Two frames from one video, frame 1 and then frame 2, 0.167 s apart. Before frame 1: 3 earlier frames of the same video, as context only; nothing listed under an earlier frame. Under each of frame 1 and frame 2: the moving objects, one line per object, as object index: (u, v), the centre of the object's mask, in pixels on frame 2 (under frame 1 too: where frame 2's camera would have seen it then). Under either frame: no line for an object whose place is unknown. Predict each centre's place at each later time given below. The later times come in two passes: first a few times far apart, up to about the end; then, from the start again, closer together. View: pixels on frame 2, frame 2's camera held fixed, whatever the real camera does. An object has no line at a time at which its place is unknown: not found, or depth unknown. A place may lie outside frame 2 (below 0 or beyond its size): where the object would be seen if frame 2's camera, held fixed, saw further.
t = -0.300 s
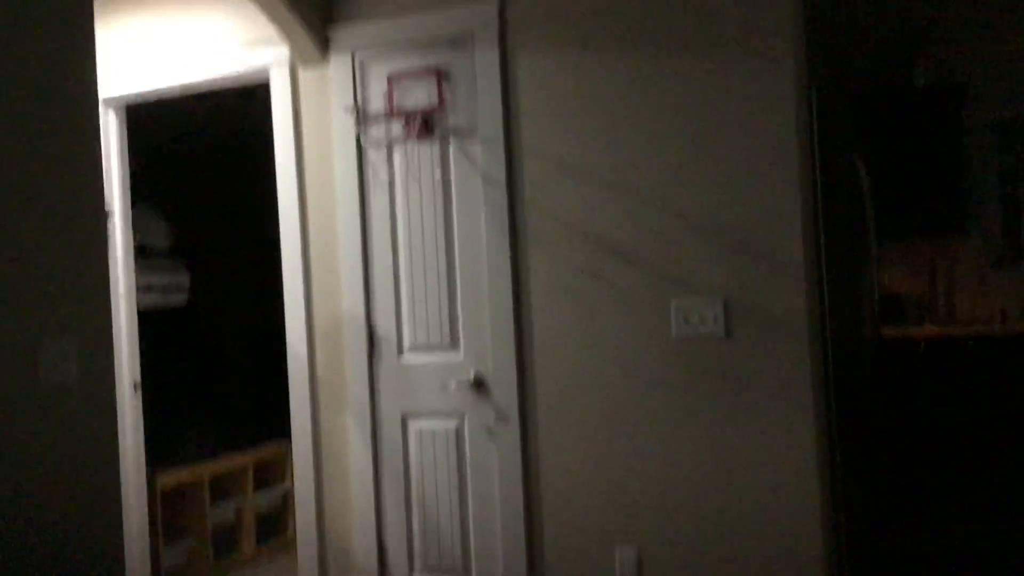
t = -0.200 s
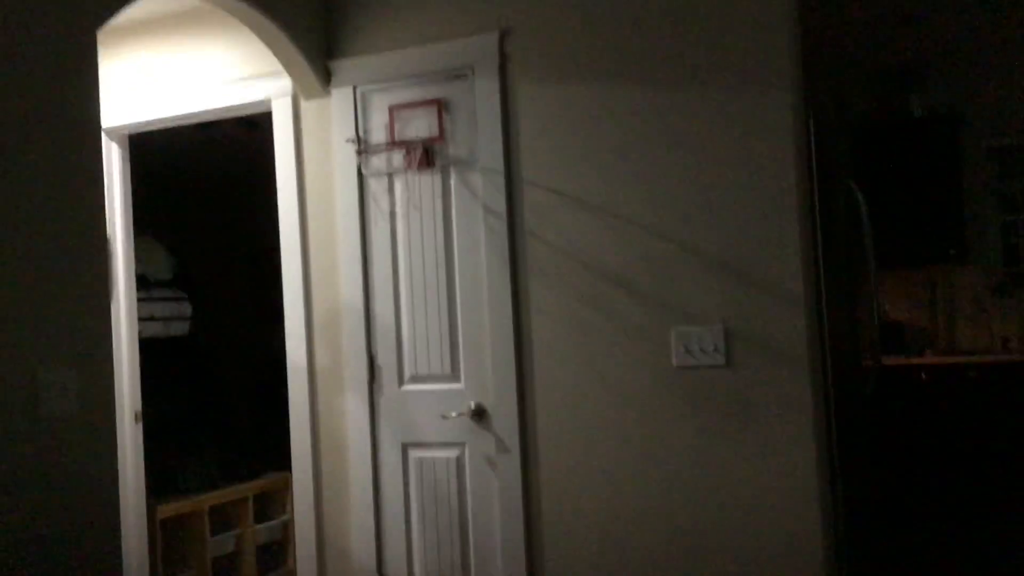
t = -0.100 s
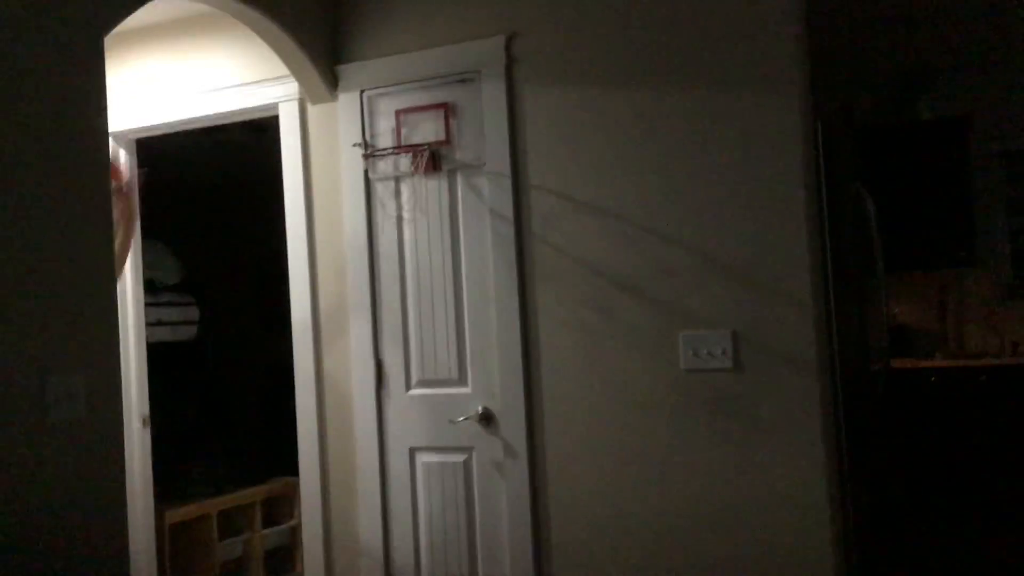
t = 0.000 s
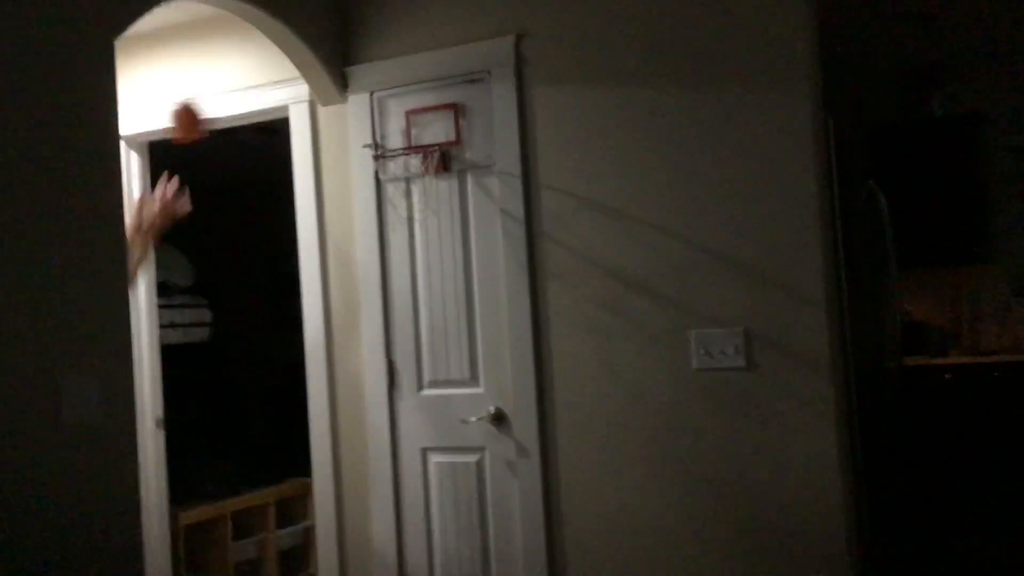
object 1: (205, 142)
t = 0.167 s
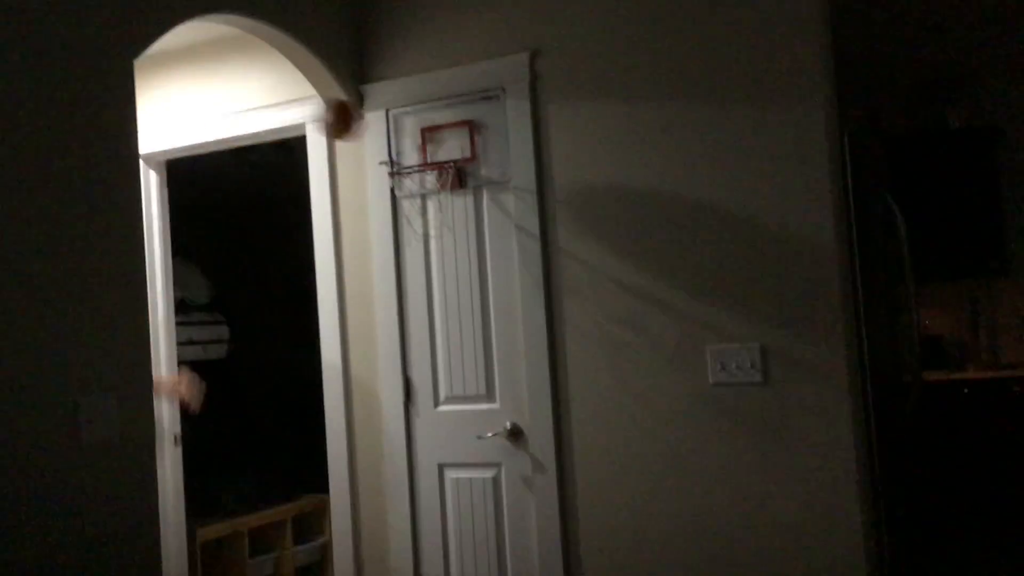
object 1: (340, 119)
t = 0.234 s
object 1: (392, 134)
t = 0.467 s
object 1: (425, 167)
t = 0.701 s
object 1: (460, 286)
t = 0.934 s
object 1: (504, 566)
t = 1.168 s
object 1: (514, 528)
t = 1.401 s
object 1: (515, 369)
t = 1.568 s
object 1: (520, 354)
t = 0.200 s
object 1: (366, 124)
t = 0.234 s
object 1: (392, 134)
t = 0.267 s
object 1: (424, 147)
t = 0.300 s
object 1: (435, 155)
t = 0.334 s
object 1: (421, 158)
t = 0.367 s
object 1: (409, 161)
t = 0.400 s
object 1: (415, 160)
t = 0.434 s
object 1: (420, 161)
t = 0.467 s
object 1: (425, 167)
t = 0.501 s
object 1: (431, 175)
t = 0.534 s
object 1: (437, 187)
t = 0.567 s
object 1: (442, 201)
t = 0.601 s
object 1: (446, 218)
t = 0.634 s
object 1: (451, 236)
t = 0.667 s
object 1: (456, 258)
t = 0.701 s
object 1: (460, 286)
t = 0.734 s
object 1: (466, 317)
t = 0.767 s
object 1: (472, 350)
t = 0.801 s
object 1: (476, 385)
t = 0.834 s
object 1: (483, 427)
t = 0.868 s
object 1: (488, 473)
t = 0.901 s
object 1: (495, 523)
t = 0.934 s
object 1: (504, 566)
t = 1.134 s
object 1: (516, 561)
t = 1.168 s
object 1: (514, 528)
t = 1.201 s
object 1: (514, 494)
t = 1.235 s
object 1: (514, 467)
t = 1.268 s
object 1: (513, 441)
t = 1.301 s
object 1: (513, 419)
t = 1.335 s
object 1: (513, 398)
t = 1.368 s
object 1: (514, 382)
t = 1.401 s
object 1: (515, 369)
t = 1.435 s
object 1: (514, 359)
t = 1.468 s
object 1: (515, 353)
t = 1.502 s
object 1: (517, 350)
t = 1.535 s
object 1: (519, 350)
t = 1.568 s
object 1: (520, 354)
